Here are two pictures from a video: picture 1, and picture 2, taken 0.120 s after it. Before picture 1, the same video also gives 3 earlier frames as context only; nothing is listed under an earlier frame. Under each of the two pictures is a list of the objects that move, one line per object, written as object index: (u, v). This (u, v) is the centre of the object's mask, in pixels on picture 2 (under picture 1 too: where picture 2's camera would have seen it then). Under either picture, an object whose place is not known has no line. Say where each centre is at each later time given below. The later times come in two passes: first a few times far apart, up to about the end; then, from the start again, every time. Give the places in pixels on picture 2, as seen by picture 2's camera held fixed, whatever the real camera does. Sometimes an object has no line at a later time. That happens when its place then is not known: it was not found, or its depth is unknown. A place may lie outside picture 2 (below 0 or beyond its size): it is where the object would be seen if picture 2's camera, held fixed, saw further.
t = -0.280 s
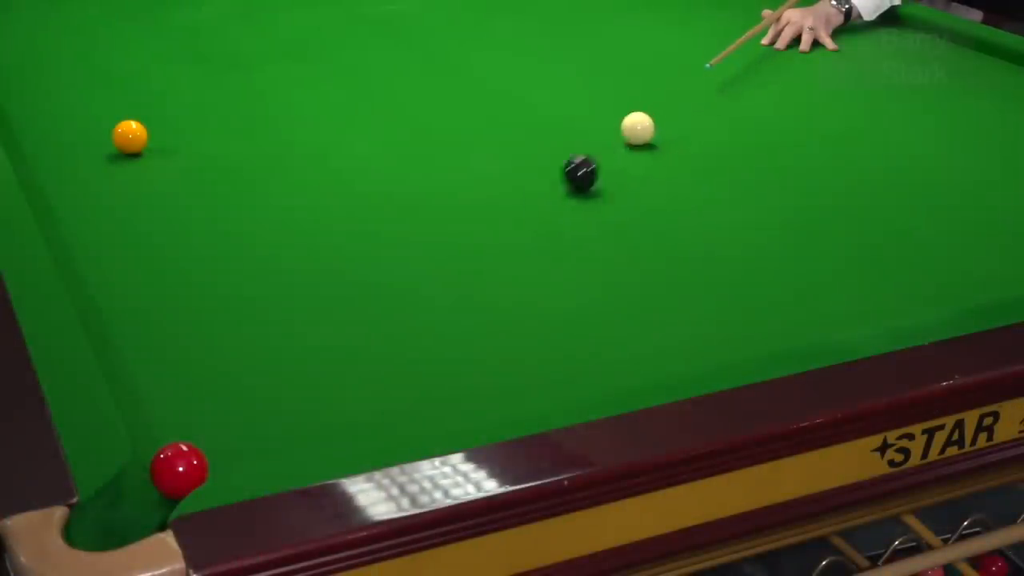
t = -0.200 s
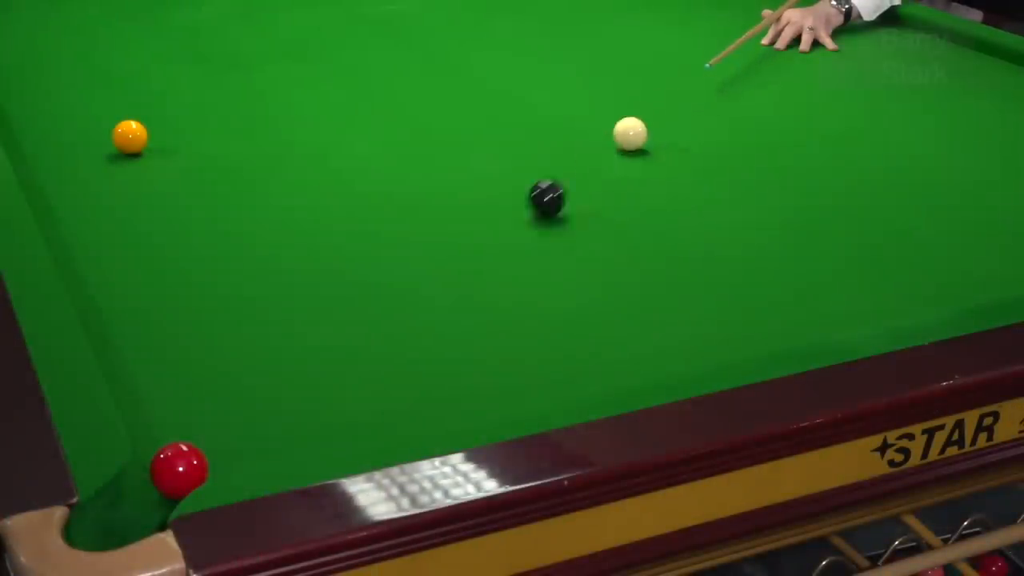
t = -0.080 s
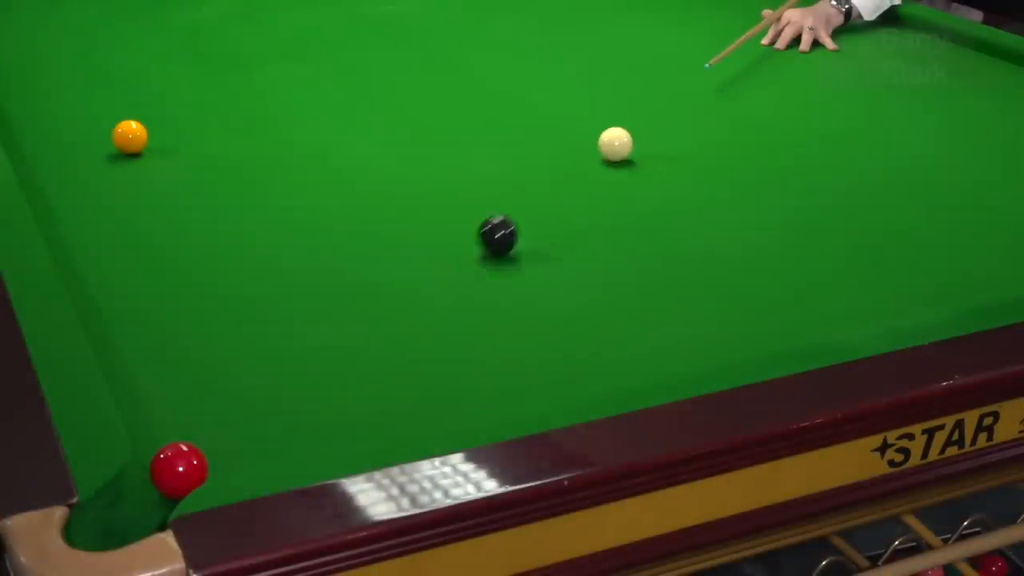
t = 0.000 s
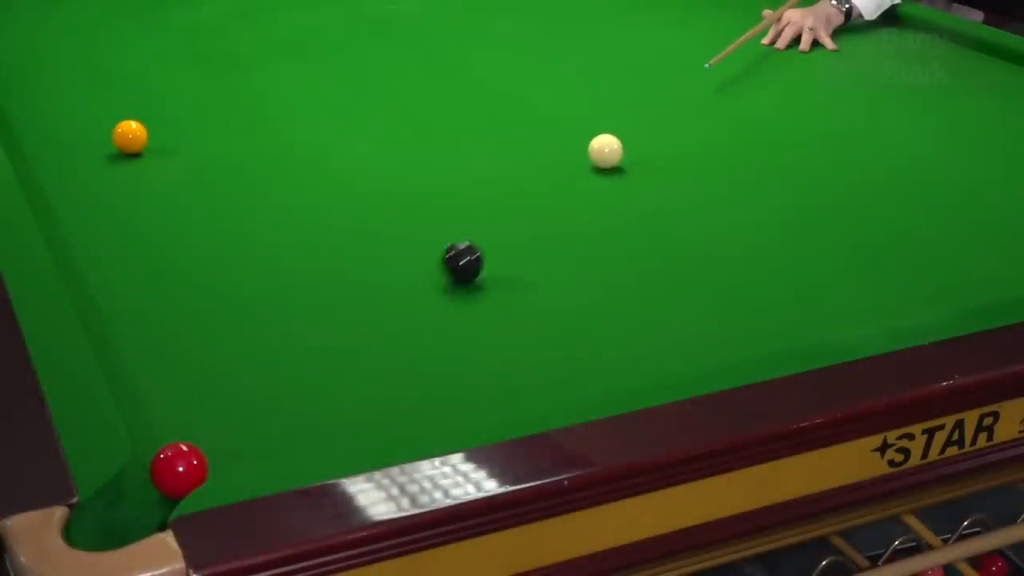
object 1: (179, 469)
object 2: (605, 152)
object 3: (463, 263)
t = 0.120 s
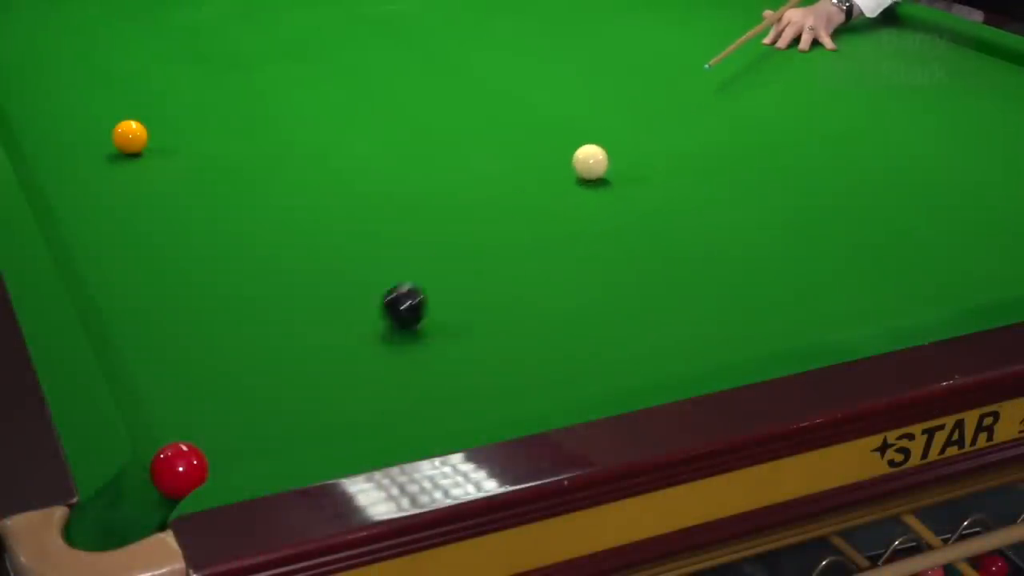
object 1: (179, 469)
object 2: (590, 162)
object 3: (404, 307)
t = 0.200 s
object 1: (179, 469)
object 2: (580, 170)
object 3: (360, 339)
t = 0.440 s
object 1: (160, 482)
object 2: (548, 192)
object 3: (219, 447)
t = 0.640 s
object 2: (521, 211)
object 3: (204, 466)
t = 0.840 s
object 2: (493, 230)
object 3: (167, 482)
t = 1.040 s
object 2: (464, 250)
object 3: (144, 496)
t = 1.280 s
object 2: (429, 274)
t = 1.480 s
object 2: (399, 295)
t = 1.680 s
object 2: (369, 316)
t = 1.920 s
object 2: (332, 341)
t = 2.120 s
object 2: (301, 362)
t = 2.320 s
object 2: (270, 382)
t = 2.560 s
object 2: (234, 406)
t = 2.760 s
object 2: (205, 425)
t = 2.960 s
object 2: (177, 444)
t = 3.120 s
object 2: (162, 457)
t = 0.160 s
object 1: (179, 469)
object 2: (585, 166)
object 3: (383, 322)
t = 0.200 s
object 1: (179, 469)
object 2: (580, 170)
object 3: (360, 339)
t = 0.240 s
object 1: (179, 469)
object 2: (575, 174)
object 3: (337, 357)
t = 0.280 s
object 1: (179, 469)
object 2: (569, 177)
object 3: (313, 375)
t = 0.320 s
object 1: (179, 469)
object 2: (564, 181)
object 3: (287, 395)
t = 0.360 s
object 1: (179, 469)
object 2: (559, 184)
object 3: (260, 415)
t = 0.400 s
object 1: (179, 469)
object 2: (553, 188)
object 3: (232, 437)
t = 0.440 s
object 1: (160, 482)
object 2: (548, 192)
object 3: (219, 447)
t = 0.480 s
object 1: (125, 507)
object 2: (543, 196)
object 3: (220, 449)
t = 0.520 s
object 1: (98, 533)
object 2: (537, 199)
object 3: (219, 452)
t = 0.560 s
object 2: (532, 203)
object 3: (215, 456)
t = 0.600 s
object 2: (526, 207)
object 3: (209, 461)
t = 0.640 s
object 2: (521, 211)
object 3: (204, 466)
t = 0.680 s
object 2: (515, 215)
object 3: (197, 470)
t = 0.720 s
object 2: (510, 219)
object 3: (189, 473)
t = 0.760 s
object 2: (504, 222)
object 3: (181, 476)
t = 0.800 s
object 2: (498, 226)
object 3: (174, 480)
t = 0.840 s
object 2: (493, 230)
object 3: (167, 482)
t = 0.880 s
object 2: (487, 234)
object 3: (160, 484)
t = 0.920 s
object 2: (482, 238)
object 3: (153, 486)
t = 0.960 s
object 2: (475, 242)
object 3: (145, 487)
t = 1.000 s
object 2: (470, 246)
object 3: (144, 491)
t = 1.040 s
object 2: (464, 250)
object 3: (144, 496)
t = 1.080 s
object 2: (458, 254)
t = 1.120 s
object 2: (452, 258)
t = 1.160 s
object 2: (447, 262)
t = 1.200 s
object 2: (441, 266)
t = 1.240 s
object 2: (435, 270)
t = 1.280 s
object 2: (429, 274)
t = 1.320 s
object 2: (423, 279)
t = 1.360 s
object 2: (417, 283)
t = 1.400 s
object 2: (412, 287)
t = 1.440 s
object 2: (405, 291)
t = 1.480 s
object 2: (399, 295)
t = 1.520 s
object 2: (394, 299)
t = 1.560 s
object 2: (387, 303)
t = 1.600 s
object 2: (381, 308)
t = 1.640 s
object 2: (375, 312)
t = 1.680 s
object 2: (369, 316)
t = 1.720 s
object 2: (363, 320)
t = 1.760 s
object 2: (357, 324)
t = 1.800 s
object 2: (350, 328)
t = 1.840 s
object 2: (344, 333)
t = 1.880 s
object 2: (338, 337)
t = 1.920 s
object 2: (332, 341)
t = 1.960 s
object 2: (325, 345)
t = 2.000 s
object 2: (320, 349)
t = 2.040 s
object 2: (313, 353)
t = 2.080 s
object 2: (307, 357)
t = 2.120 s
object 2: (301, 362)
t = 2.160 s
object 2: (295, 366)
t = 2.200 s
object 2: (289, 370)
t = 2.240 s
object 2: (283, 374)
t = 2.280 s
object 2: (276, 378)
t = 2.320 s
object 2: (270, 382)
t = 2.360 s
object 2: (264, 386)
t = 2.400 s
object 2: (258, 390)
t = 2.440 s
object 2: (252, 394)
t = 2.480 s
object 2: (246, 398)
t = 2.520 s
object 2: (240, 402)
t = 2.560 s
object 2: (234, 406)
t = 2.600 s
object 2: (228, 410)
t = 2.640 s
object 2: (222, 414)
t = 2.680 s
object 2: (217, 418)
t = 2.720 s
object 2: (211, 421)
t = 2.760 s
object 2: (205, 425)
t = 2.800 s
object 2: (199, 429)
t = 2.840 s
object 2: (194, 433)
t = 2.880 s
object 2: (188, 437)
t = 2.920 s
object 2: (182, 440)
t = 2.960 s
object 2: (177, 444)
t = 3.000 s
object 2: (171, 447)
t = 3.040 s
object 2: (166, 451)
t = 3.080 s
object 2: (161, 454)
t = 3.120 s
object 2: (162, 457)
